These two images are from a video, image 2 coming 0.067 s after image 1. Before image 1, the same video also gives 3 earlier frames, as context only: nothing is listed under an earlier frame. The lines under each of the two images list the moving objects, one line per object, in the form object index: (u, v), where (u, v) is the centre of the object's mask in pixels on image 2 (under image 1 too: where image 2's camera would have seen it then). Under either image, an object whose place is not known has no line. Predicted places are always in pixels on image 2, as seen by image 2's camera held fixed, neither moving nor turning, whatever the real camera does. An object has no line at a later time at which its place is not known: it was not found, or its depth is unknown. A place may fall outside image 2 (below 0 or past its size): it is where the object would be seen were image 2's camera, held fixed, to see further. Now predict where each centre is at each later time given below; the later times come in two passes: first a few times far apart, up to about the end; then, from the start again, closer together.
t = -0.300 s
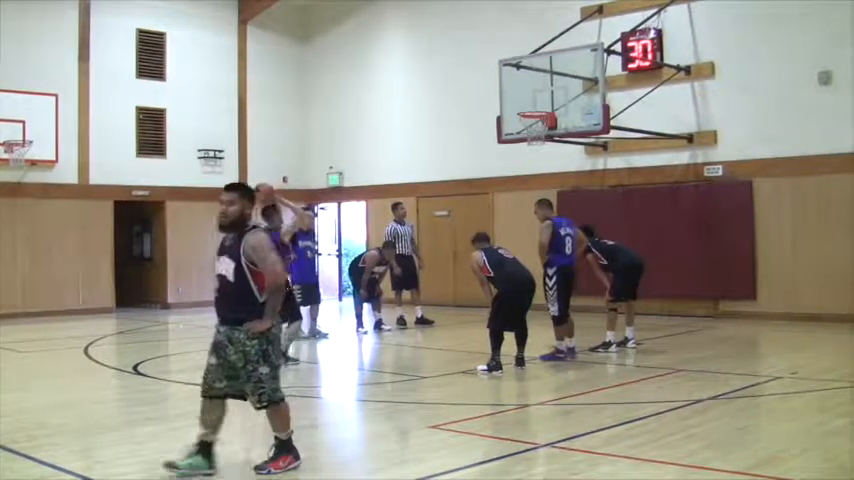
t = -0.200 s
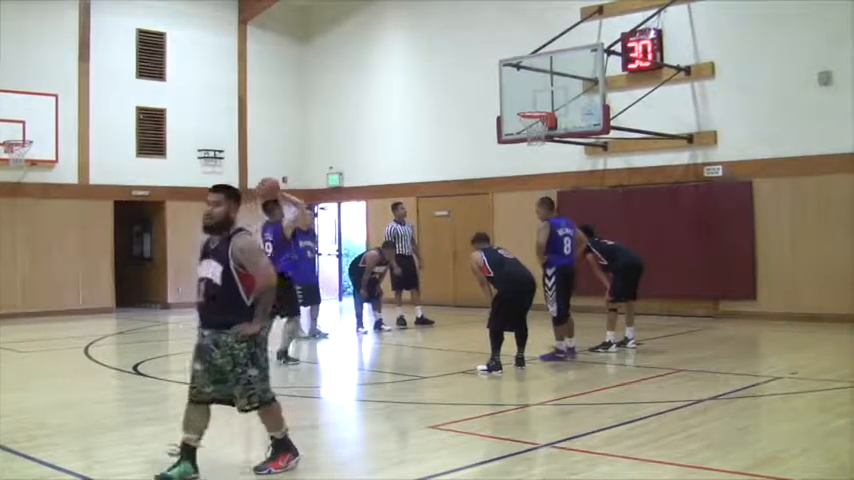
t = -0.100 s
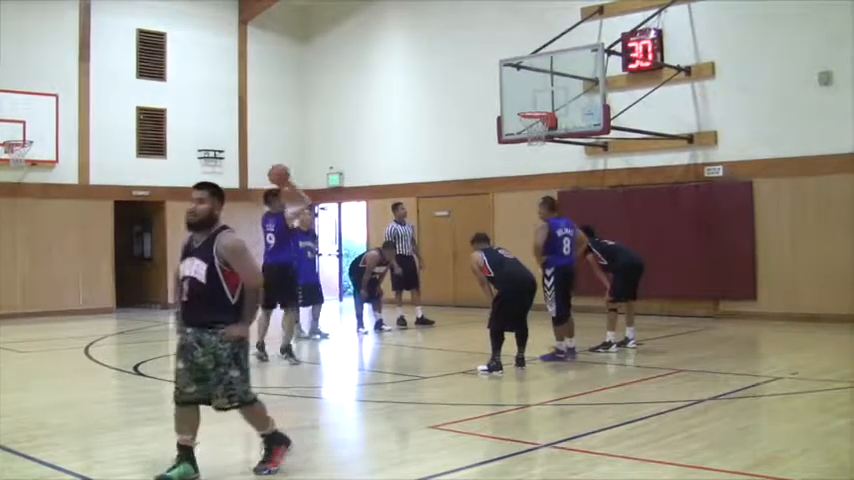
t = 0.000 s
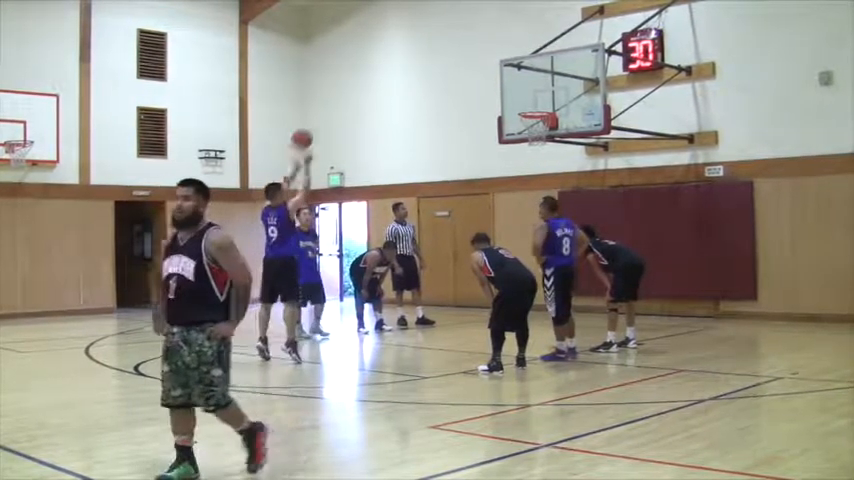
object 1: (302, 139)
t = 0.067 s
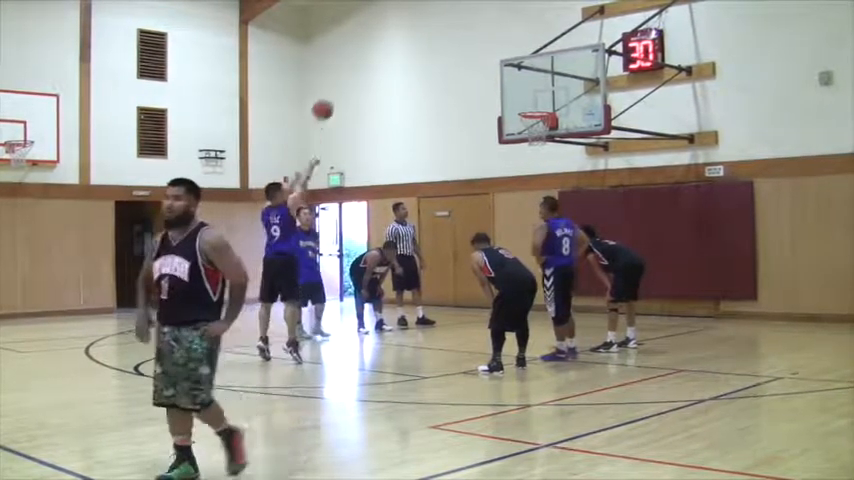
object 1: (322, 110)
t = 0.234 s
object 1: (369, 57)
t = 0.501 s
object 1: (436, 26)
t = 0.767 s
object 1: (494, 49)
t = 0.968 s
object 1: (534, 97)
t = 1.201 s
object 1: (540, 103)
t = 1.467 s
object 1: (533, 90)
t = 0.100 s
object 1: (332, 97)
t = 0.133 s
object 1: (342, 85)
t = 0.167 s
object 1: (351, 74)
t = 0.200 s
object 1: (360, 65)
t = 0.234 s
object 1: (369, 57)
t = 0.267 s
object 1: (378, 49)
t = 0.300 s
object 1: (387, 43)
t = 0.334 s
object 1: (395, 38)
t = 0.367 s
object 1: (404, 34)
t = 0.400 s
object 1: (411, 30)
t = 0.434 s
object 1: (420, 28)
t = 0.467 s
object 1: (428, 26)
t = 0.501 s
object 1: (436, 26)
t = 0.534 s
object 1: (443, 25)
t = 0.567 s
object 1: (451, 26)
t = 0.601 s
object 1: (458, 28)
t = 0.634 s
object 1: (466, 31)
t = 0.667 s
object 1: (473, 34)
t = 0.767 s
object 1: (494, 49)
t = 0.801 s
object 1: (501, 55)
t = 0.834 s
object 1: (506, 60)
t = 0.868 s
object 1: (514, 71)
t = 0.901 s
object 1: (521, 78)
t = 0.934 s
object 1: (527, 87)
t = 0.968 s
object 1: (534, 97)
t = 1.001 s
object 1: (539, 106)
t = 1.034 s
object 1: (538, 109)
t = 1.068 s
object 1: (529, 111)
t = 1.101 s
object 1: (529, 111)
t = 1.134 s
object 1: (537, 109)
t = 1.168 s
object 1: (542, 107)
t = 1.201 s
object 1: (540, 103)
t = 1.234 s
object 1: (540, 99)
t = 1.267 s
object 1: (539, 96)
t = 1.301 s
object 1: (538, 93)
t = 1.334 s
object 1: (537, 91)
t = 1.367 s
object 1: (536, 89)
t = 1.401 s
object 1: (536, 89)
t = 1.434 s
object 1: (534, 89)
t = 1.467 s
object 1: (533, 90)
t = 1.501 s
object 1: (532, 91)
